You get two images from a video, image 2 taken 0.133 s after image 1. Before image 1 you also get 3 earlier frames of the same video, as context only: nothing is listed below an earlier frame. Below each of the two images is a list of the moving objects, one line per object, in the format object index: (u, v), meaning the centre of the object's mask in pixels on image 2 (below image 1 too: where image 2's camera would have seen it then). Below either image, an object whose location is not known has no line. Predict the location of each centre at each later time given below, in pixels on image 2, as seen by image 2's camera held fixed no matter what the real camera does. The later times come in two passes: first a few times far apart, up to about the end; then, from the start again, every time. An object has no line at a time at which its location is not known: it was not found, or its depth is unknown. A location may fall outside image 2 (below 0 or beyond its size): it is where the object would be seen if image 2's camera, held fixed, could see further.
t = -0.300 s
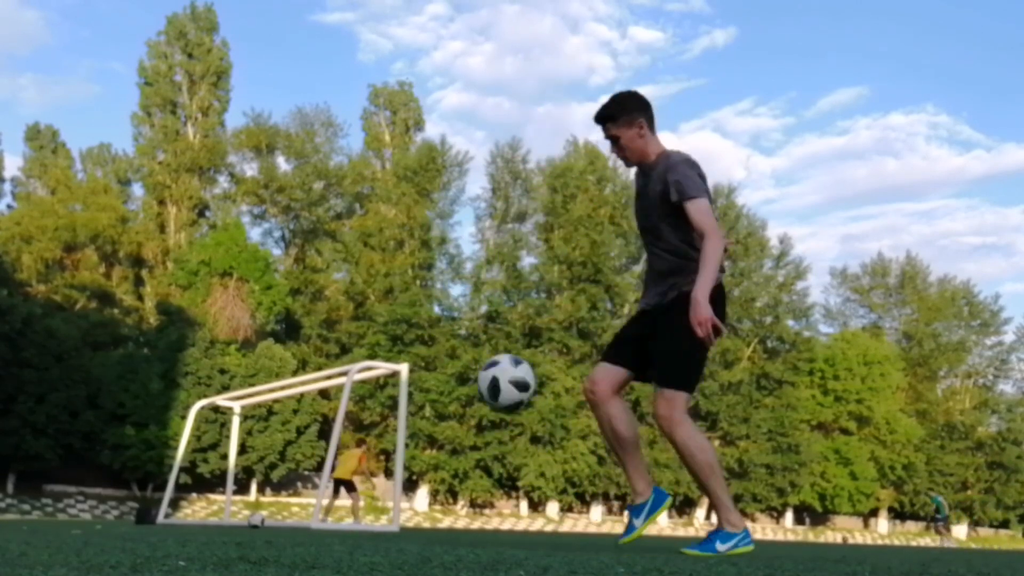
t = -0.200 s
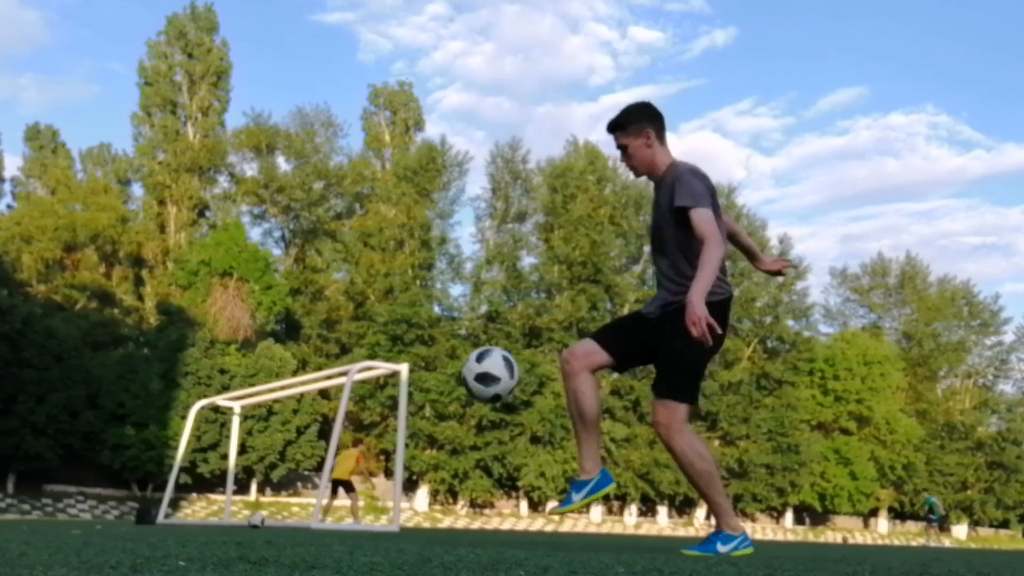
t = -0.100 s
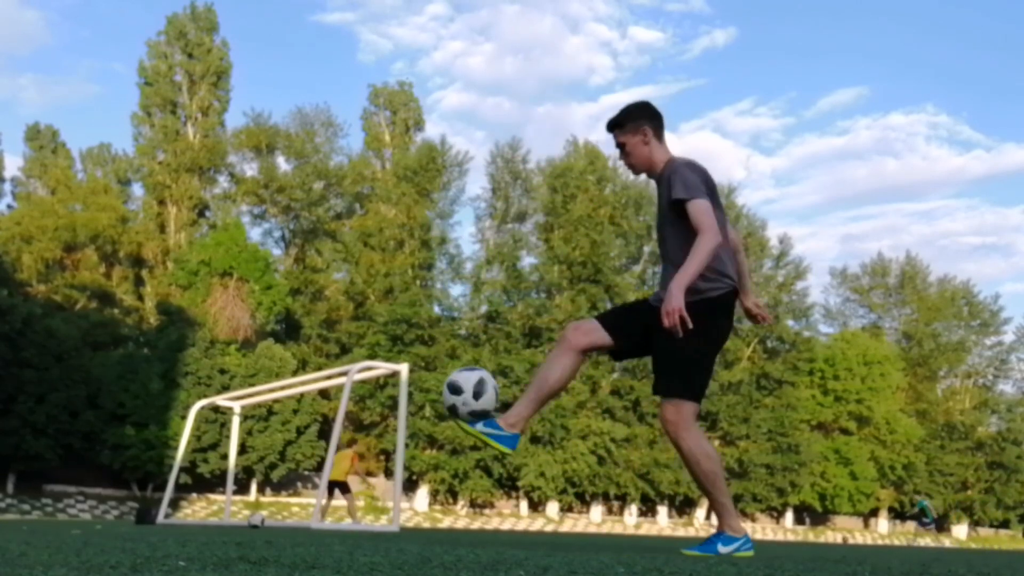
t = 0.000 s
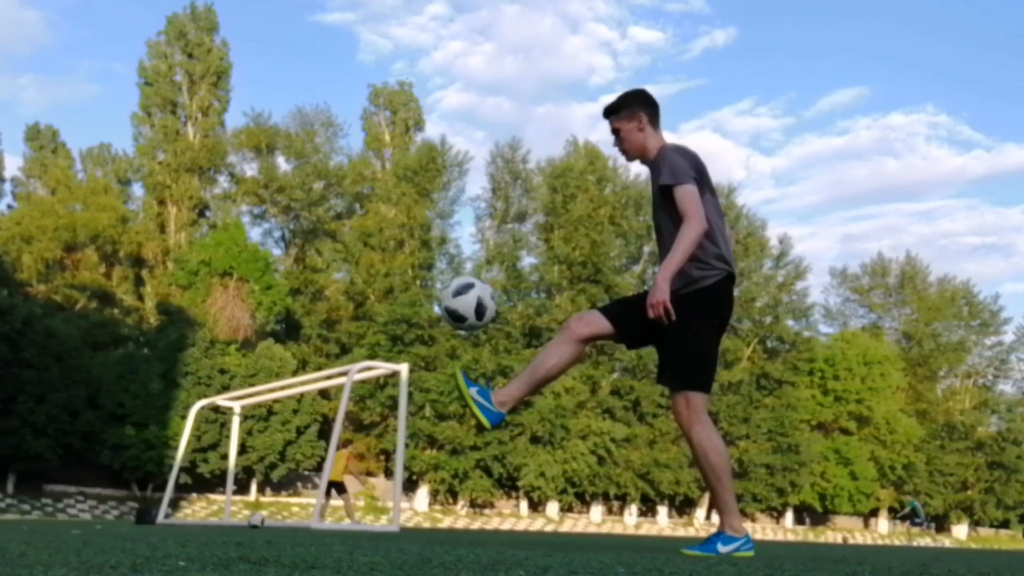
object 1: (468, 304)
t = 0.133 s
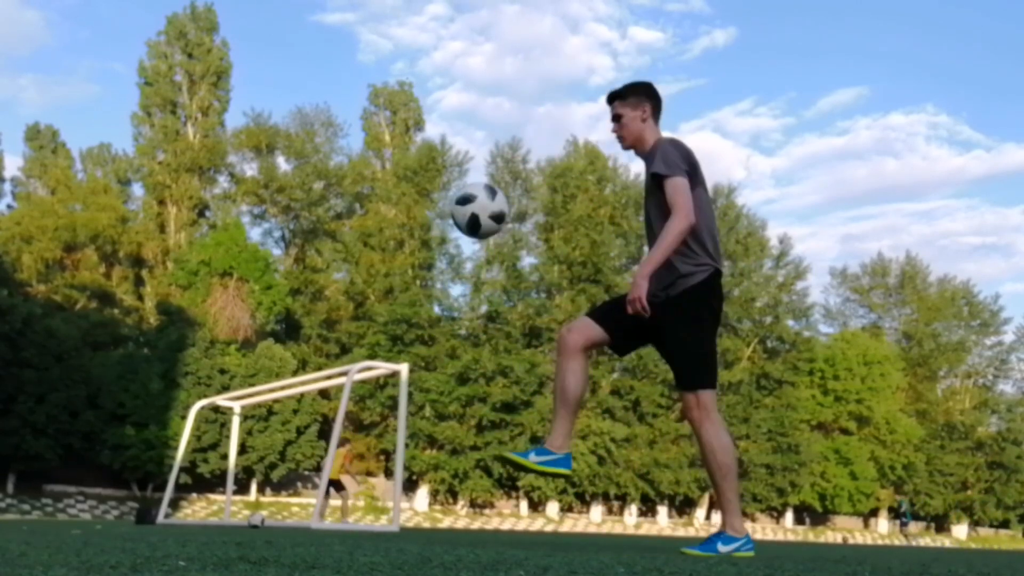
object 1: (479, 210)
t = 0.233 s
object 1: (488, 167)
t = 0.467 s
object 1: (507, 159)
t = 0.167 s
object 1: (483, 194)
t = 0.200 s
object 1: (485, 179)
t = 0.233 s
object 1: (488, 167)
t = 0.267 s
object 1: (490, 157)
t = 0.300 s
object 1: (493, 151)
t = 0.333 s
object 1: (496, 147)
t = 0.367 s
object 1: (499, 146)
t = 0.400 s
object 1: (501, 147)
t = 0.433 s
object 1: (504, 152)
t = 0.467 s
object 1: (507, 159)
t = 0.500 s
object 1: (509, 169)
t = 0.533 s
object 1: (511, 183)
